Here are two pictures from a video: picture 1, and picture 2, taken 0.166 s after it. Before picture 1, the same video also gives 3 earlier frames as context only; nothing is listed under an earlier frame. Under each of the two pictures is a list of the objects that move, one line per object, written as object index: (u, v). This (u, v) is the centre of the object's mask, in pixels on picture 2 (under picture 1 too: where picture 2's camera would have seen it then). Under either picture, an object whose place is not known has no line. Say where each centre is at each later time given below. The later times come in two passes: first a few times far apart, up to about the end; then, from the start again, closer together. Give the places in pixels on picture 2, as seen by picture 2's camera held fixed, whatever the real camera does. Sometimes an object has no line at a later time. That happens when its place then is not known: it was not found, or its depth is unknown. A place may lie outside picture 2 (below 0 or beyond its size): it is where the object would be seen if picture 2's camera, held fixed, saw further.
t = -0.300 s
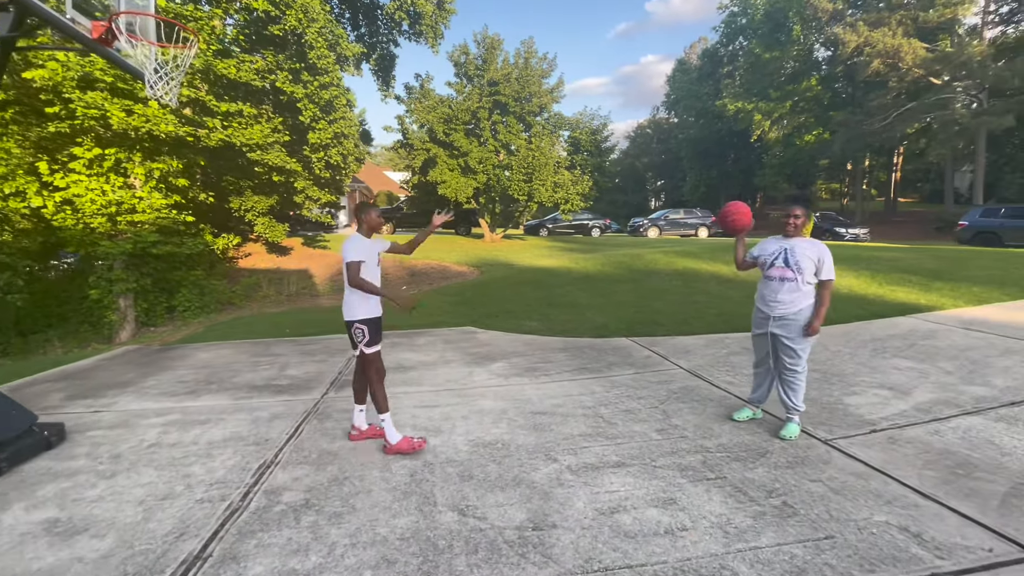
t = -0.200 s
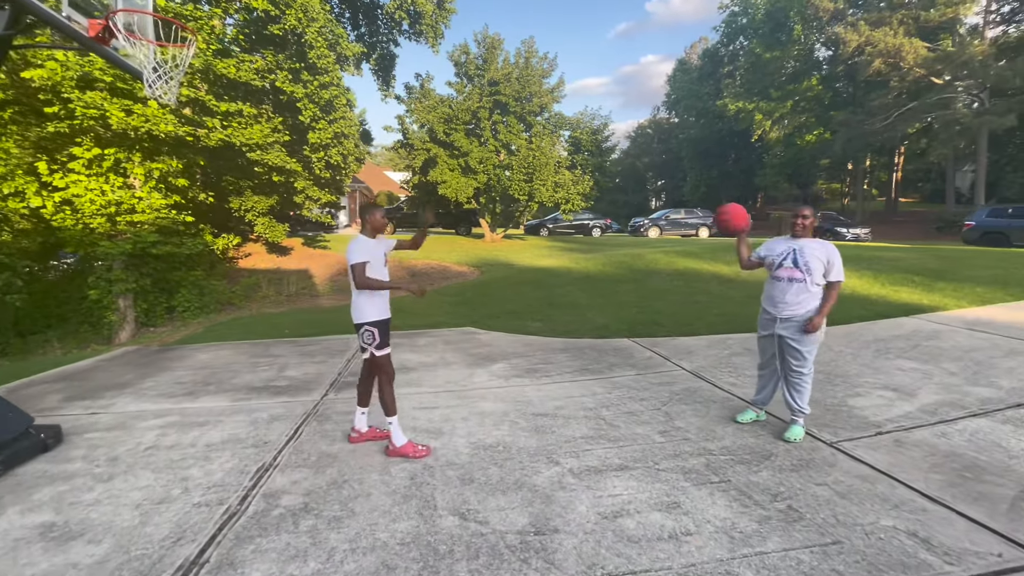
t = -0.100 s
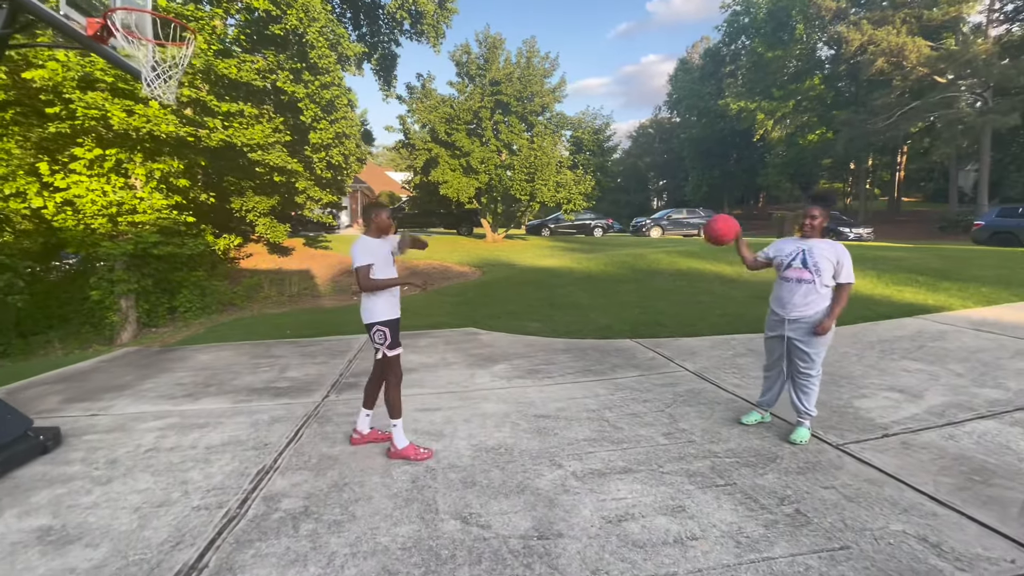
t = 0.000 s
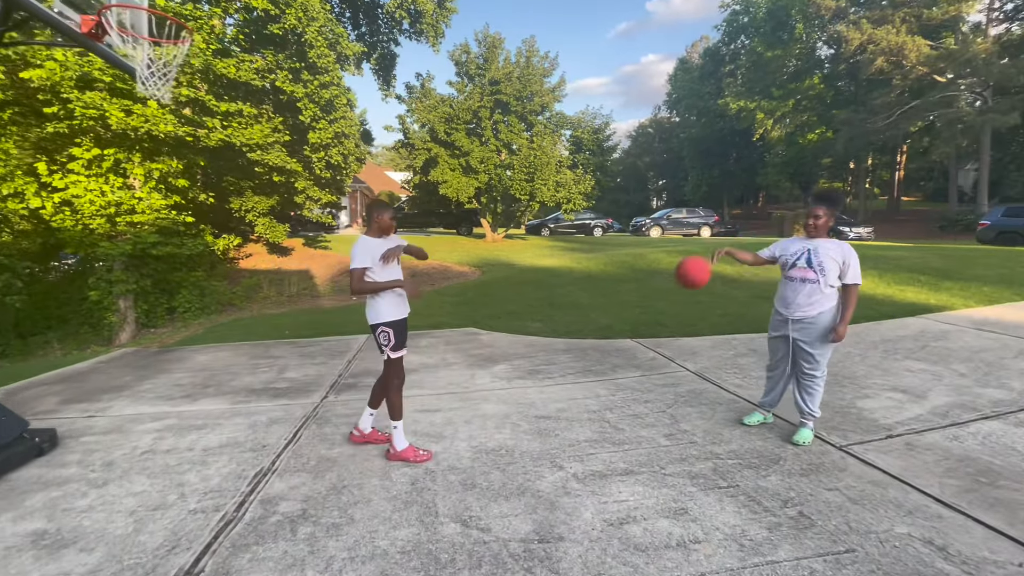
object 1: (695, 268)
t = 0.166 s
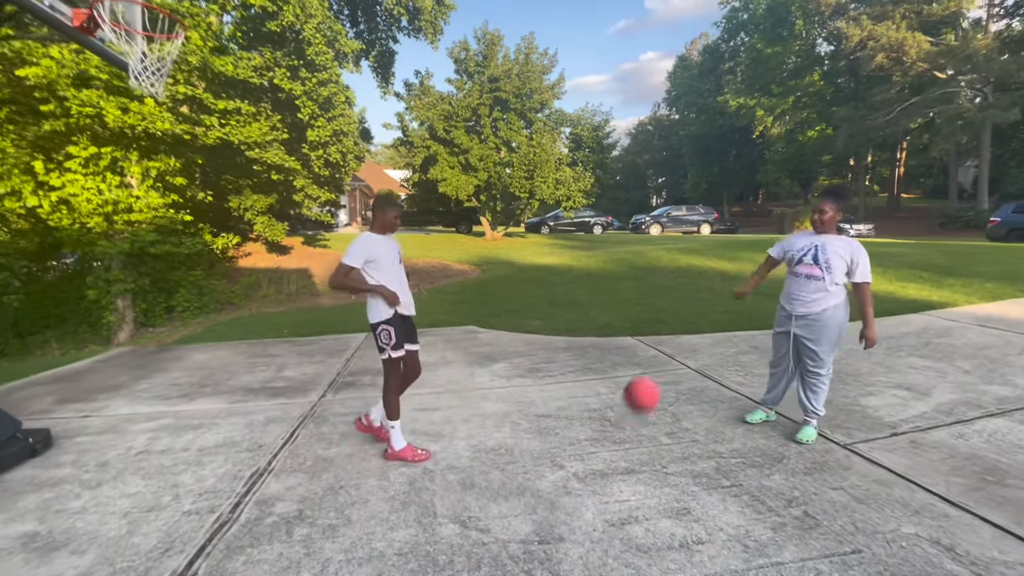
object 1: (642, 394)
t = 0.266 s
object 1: (619, 393)
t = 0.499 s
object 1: (570, 274)
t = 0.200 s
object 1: (631, 427)
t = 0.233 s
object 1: (625, 415)
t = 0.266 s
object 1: (619, 393)
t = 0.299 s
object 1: (612, 372)
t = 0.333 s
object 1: (606, 352)
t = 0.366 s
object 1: (599, 334)
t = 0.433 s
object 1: (586, 301)
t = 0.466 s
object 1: (578, 286)
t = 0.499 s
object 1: (570, 274)
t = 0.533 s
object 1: (562, 262)
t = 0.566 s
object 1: (553, 252)
